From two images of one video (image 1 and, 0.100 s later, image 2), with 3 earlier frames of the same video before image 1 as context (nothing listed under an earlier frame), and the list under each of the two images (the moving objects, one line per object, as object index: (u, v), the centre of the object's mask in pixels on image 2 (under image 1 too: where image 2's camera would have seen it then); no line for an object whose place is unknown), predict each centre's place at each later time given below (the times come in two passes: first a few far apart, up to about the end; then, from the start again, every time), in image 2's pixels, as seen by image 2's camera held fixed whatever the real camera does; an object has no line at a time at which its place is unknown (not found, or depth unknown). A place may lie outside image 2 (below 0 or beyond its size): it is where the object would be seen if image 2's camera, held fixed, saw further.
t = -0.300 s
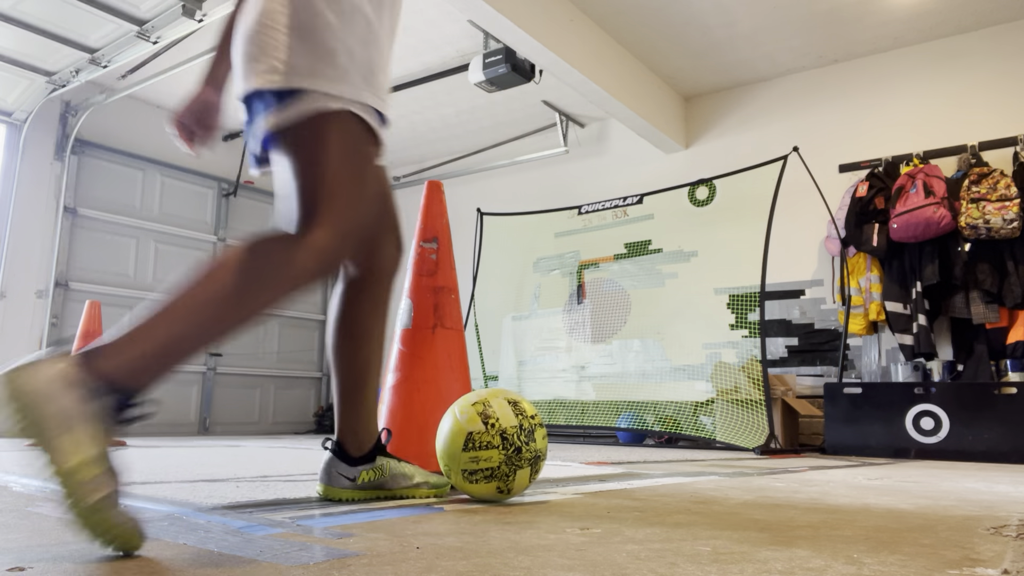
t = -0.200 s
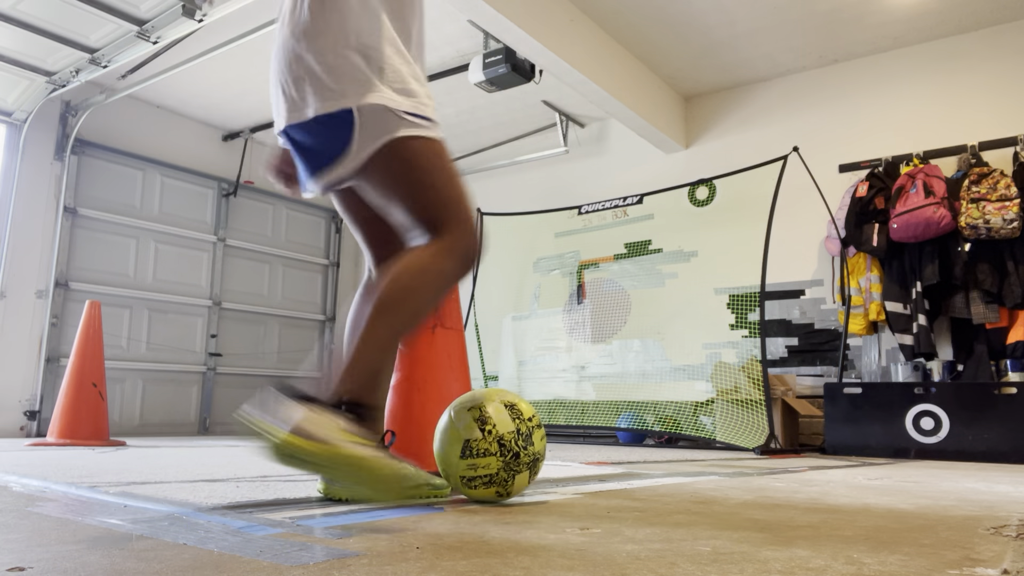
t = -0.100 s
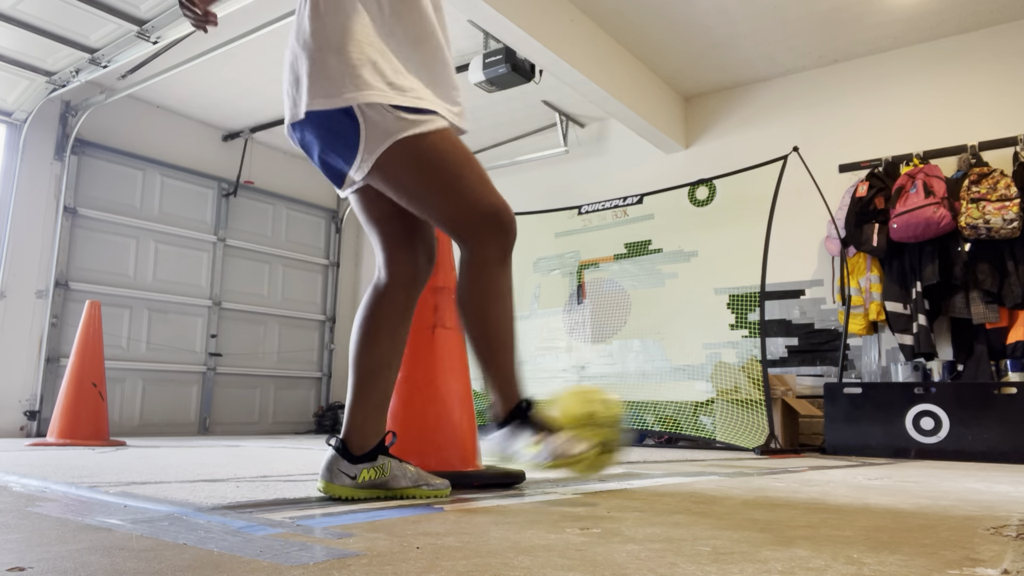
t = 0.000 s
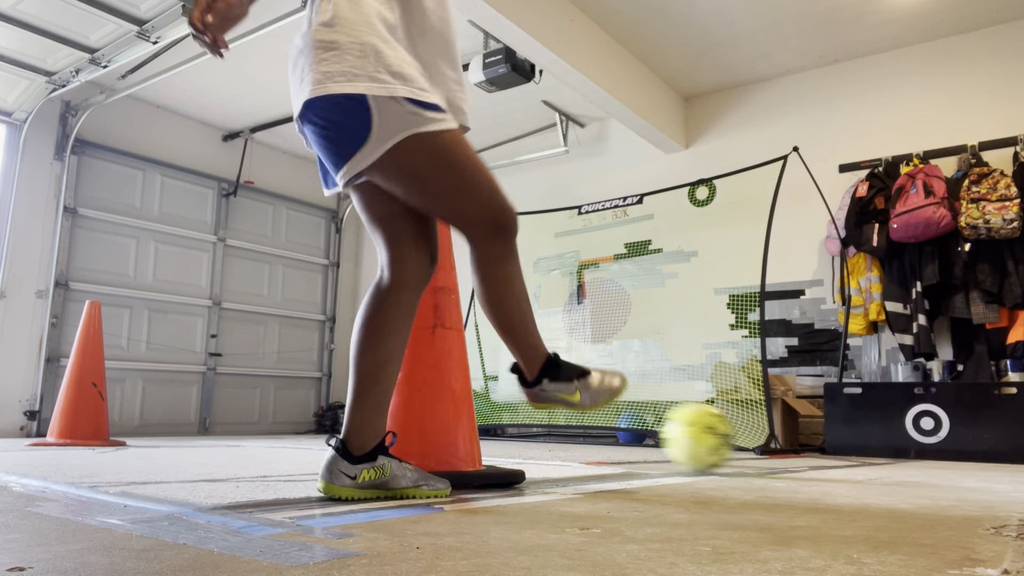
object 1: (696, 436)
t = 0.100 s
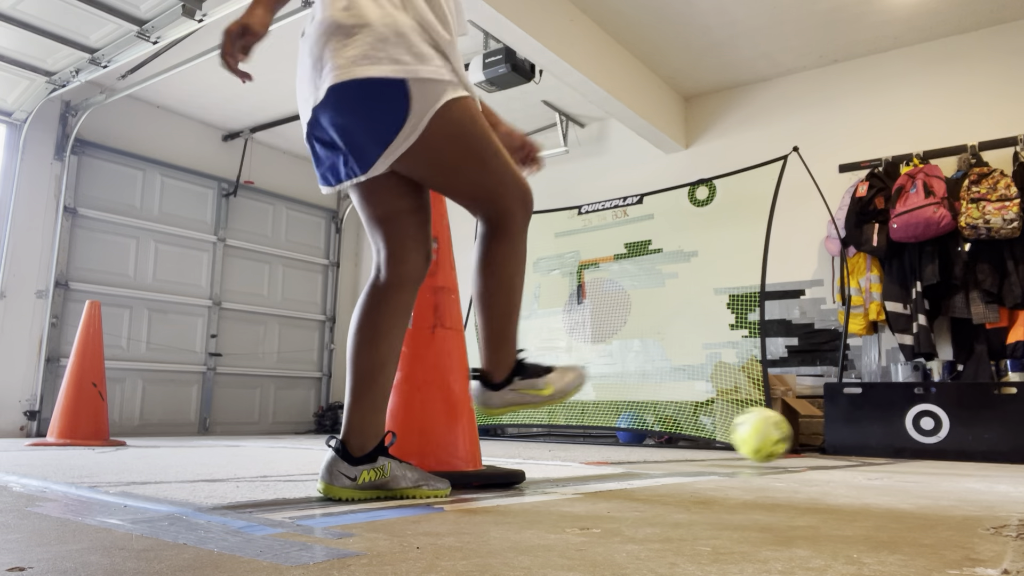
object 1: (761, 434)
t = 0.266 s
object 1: (820, 437)
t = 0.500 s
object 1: (804, 404)
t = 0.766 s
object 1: (709, 432)
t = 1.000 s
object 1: (644, 407)
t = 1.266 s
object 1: (553, 398)
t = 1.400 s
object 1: (504, 427)
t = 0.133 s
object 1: (777, 438)
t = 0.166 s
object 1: (790, 435)
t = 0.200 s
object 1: (800, 434)
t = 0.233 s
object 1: (811, 435)
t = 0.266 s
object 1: (820, 437)
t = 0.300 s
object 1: (827, 434)
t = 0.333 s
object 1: (834, 434)
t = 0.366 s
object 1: (840, 436)
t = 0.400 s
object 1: (834, 426)
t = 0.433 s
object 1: (824, 417)
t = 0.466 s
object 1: (814, 409)
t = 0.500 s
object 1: (804, 404)
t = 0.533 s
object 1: (794, 400)
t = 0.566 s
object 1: (784, 398)
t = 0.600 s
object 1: (773, 400)
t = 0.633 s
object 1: (760, 403)
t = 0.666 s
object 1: (748, 408)
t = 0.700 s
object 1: (735, 418)
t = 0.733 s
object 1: (721, 429)
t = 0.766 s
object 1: (709, 432)
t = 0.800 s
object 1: (701, 421)
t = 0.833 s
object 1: (692, 412)
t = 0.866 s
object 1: (683, 405)
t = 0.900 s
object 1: (674, 401)
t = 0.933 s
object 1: (664, 400)
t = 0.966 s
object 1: (654, 402)
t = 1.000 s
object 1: (644, 407)
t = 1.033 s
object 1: (634, 415)
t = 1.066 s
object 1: (623, 426)
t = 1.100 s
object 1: (612, 435)
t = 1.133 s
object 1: (601, 422)
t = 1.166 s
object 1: (590, 411)
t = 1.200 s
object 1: (578, 404)
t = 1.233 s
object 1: (566, 399)
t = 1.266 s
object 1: (553, 398)
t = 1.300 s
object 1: (540, 400)
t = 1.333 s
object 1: (527, 406)
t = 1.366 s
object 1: (513, 415)
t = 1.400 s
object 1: (504, 427)
